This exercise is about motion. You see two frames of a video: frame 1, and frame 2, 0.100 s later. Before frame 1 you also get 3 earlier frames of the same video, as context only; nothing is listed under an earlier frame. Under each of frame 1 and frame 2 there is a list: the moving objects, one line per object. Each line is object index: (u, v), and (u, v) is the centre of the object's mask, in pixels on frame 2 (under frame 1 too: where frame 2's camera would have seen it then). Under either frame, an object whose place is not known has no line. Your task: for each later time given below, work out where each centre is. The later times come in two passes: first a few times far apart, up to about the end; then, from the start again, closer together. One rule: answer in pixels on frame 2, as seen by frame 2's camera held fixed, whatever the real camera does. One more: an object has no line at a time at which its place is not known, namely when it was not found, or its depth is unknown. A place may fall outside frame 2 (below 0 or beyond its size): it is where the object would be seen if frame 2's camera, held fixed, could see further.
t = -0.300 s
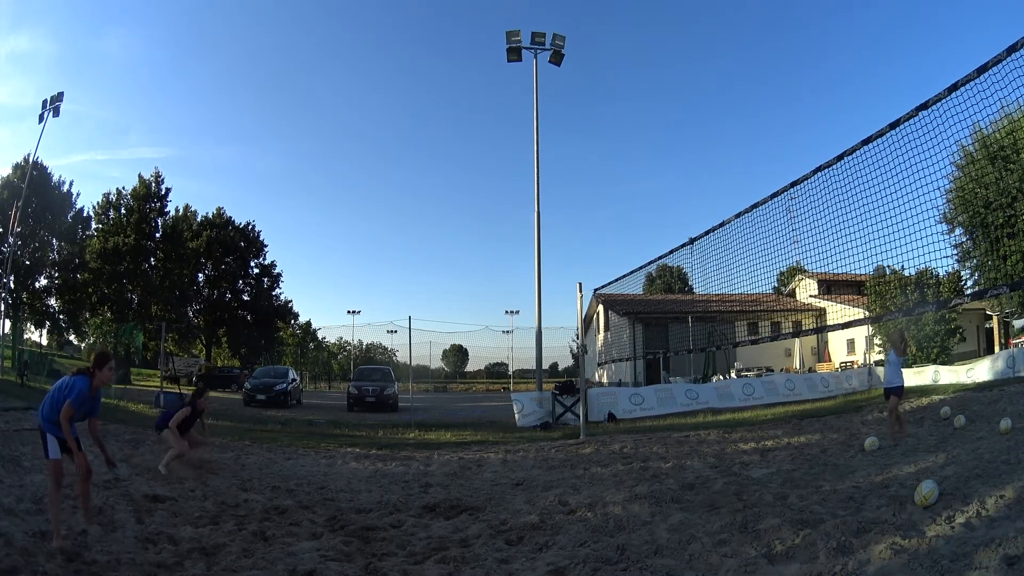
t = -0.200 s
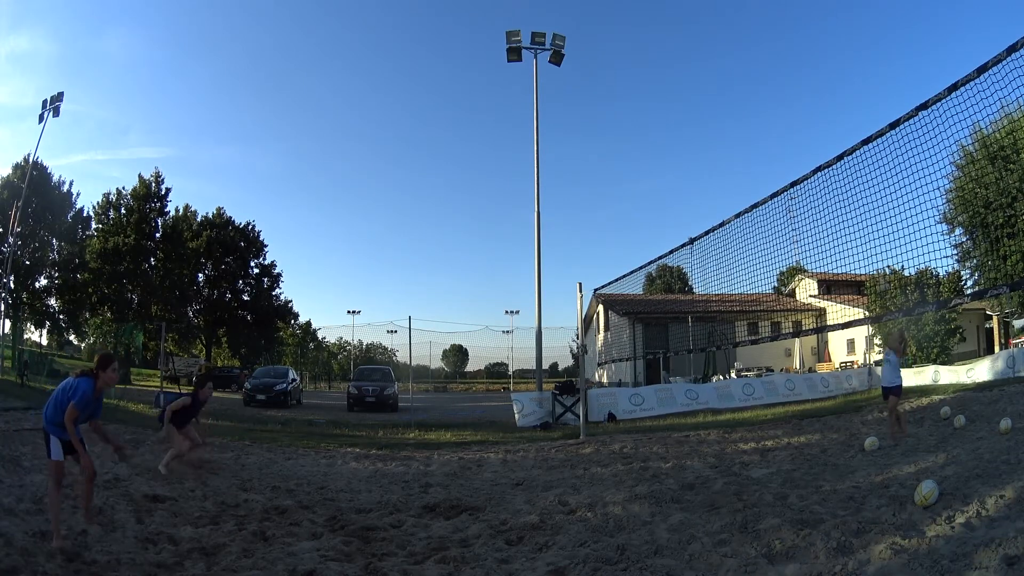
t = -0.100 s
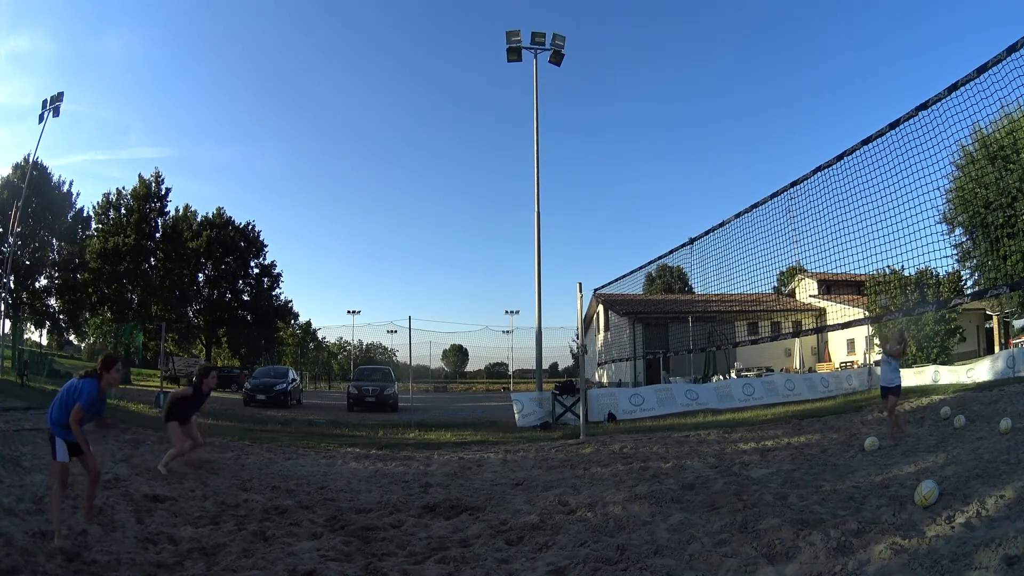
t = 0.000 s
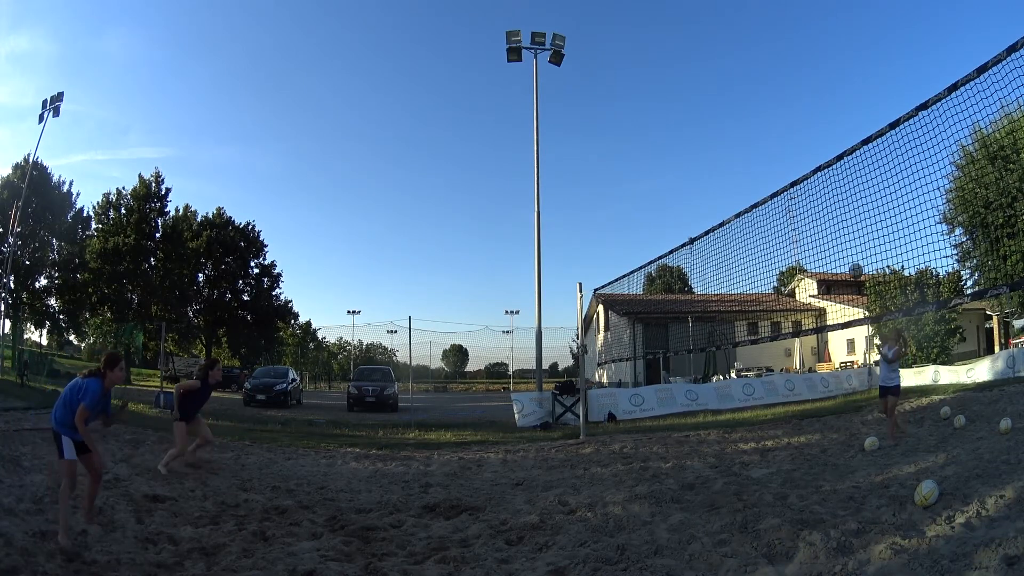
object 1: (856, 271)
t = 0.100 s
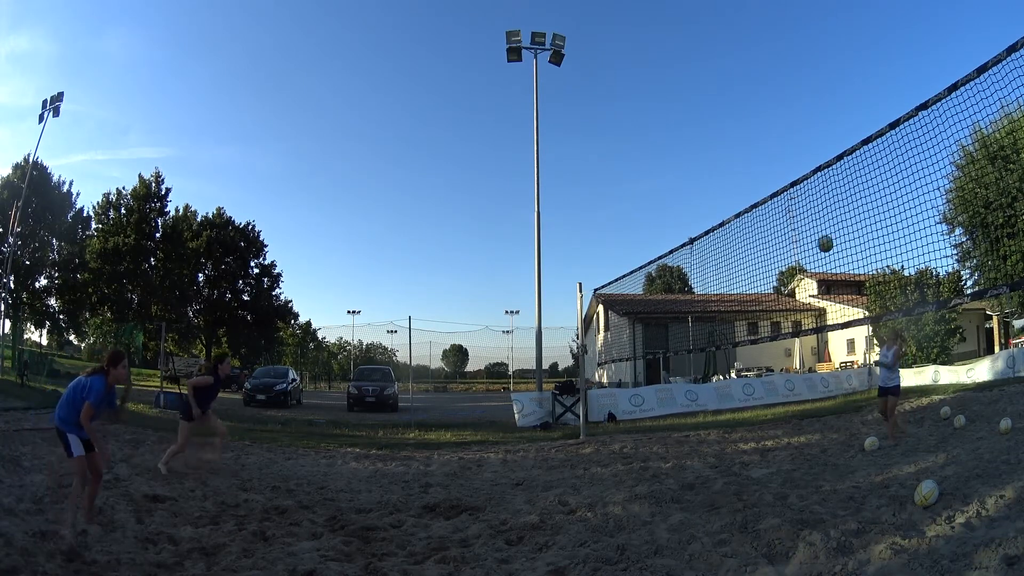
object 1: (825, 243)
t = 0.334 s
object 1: (732, 200)
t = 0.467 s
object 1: (662, 195)
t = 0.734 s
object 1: (471, 252)
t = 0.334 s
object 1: (732, 200)
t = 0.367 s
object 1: (716, 197)
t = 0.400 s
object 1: (699, 195)
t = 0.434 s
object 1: (681, 194)
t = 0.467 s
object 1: (662, 195)
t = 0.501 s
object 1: (642, 196)
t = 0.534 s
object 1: (621, 199)
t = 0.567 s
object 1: (599, 204)
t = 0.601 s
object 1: (576, 210)
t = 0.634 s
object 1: (552, 217)
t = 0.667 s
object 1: (526, 227)
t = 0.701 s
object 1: (499, 238)
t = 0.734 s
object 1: (471, 252)
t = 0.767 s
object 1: (442, 268)
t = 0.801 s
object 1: (413, 286)
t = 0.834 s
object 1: (382, 306)
